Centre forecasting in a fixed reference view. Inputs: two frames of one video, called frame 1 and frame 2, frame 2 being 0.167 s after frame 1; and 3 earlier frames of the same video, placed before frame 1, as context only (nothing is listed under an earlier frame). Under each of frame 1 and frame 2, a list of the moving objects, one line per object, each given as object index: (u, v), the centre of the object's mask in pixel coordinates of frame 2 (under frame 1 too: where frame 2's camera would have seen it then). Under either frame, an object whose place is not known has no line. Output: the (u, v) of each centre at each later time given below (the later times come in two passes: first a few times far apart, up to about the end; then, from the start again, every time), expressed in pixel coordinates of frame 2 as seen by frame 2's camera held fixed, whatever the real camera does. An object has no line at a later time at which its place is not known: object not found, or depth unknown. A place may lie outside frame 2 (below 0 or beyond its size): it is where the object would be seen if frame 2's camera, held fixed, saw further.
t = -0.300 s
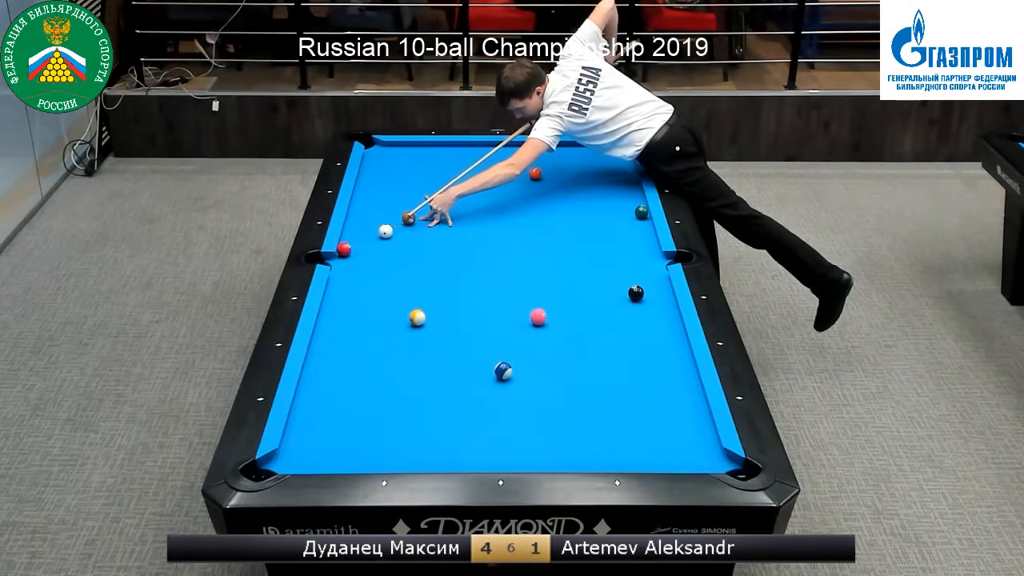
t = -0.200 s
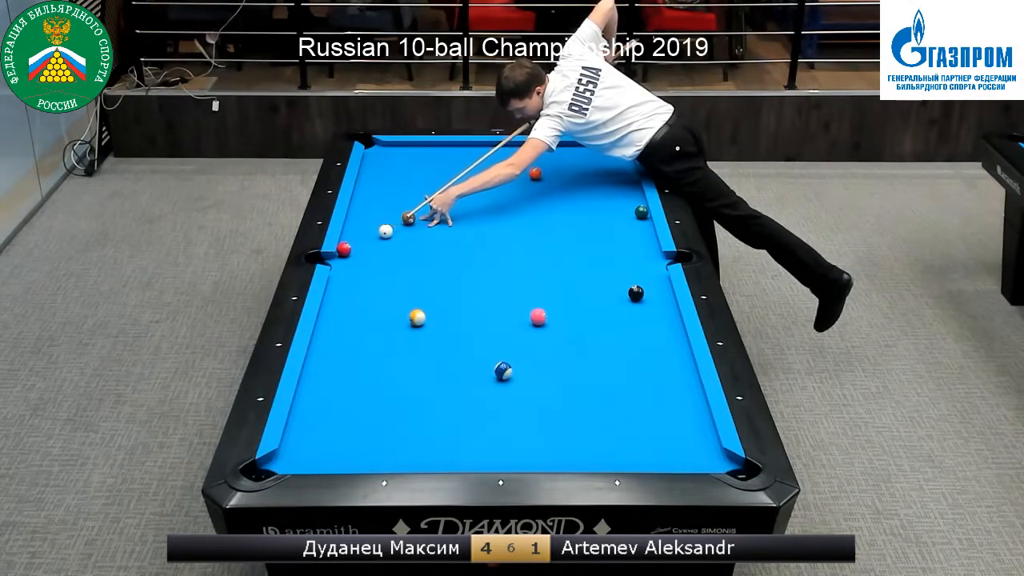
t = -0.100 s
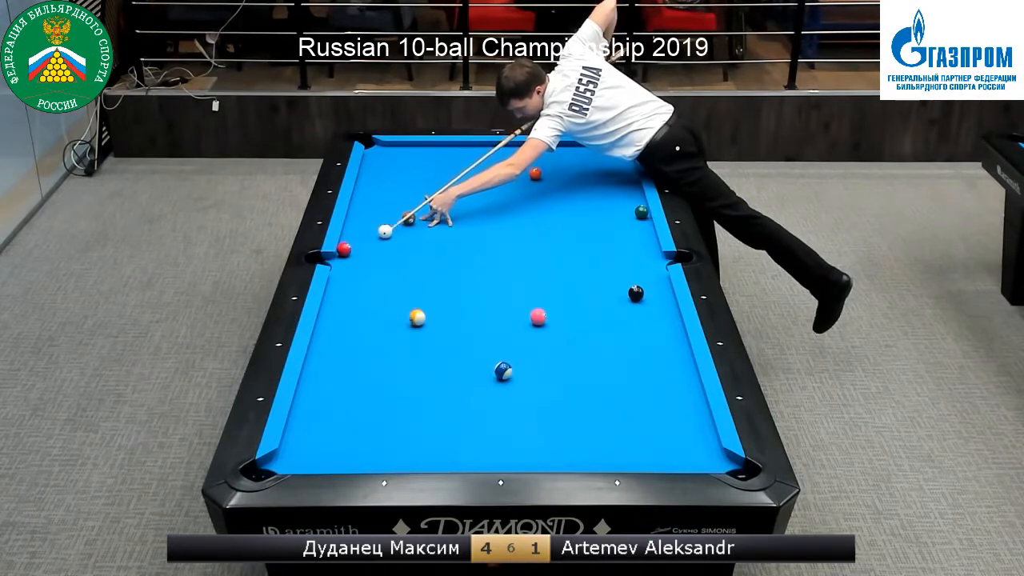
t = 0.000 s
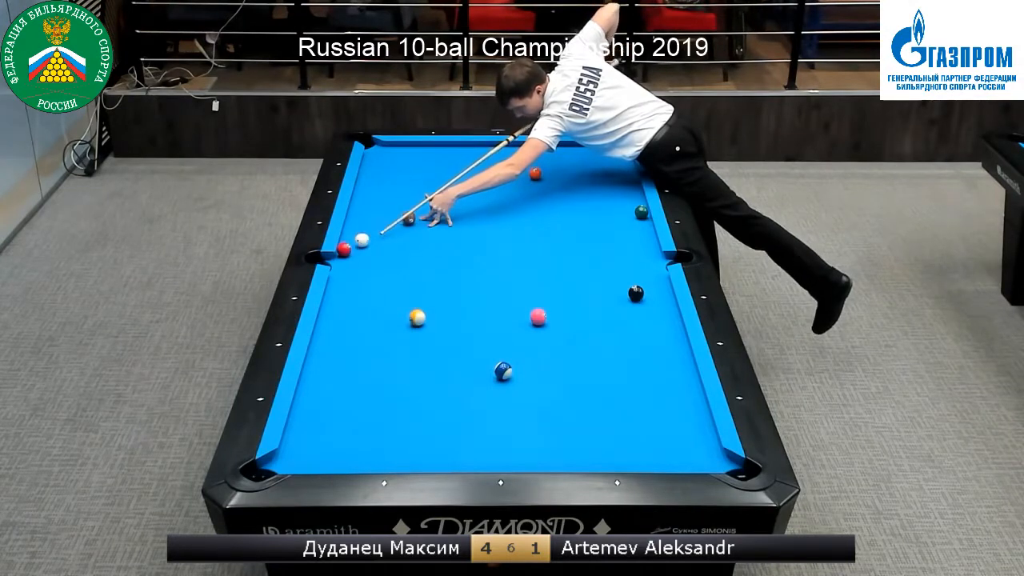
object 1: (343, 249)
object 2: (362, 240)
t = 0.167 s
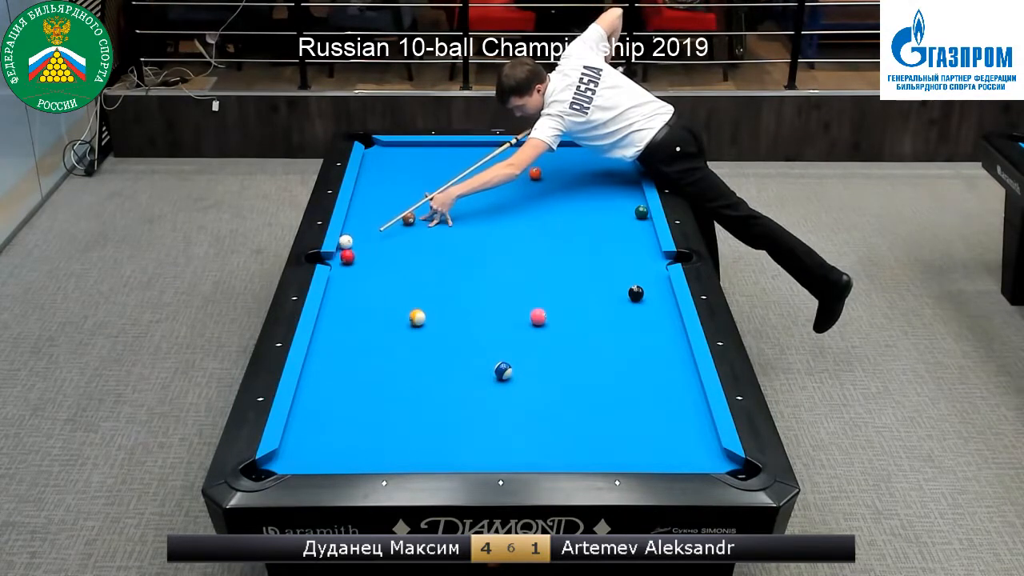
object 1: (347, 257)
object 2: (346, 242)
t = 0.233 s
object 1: (350, 260)
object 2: (347, 241)
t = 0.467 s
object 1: (359, 272)
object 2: (355, 236)
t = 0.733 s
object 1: (370, 285)
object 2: (363, 231)
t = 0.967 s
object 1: (380, 297)
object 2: (369, 227)
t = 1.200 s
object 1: (389, 308)
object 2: (374, 224)
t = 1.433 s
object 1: (398, 319)
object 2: (378, 222)
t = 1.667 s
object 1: (407, 330)
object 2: (382, 220)
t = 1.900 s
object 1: (416, 341)
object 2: (386, 218)
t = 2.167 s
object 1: (425, 353)
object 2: (388, 216)
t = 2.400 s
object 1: (433, 362)
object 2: (390, 216)
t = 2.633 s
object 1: (441, 372)
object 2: (391, 216)
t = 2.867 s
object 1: (449, 381)
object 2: (391, 215)
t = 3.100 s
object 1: (456, 389)
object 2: (391, 215)
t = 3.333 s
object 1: (463, 398)
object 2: (391, 215)
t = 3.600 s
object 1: (471, 406)
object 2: (391, 215)
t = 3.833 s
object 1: (476, 413)
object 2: (391, 215)
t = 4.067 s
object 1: (482, 419)
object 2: (391, 216)
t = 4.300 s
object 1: (487, 424)
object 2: (391, 216)
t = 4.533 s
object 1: (491, 428)
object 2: (391, 216)
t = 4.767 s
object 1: (494, 432)
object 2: (391, 216)
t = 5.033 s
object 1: (497, 436)
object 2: (391, 215)
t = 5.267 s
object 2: (391, 215)
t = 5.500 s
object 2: (391, 216)
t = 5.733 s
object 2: (391, 216)
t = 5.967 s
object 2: (391, 216)
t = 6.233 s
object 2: (391, 216)
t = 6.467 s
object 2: (391, 216)
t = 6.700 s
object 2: (391, 216)
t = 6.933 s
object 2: (391, 215)
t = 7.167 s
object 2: (391, 215)
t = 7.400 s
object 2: (391, 215)
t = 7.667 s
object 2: (391, 215)
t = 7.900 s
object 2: (391, 215)
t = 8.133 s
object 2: (391, 215)
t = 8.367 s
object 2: (391, 215)
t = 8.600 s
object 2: (391, 215)
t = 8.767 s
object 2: (391, 216)
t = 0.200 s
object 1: (348, 258)
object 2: (346, 241)
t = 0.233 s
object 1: (350, 260)
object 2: (347, 241)
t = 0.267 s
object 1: (351, 262)
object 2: (348, 240)
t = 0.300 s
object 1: (352, 263)
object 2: (349, 239)
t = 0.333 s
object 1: (354, 265)
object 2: (351, 238)
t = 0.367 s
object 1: (355, 267)
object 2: (352, 238)
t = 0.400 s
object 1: (356, 269)
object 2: (353, 237)
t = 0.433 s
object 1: (358, 270)
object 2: (354, 236)
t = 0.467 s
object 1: (359, 272)
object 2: (355, 236)
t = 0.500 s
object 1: (360, 273)
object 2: (356, 235)
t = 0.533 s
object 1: (362, 275)
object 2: (357, 234)
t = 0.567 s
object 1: (363, 277)
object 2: (358, 234)
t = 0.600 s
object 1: (364, 278)
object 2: (359, 233)
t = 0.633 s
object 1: (366, 280)
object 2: (360, 232)
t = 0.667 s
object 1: (367, 282)
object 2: (361, 232)
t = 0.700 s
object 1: (369, 283)
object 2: (362, 231)
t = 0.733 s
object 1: (370, 285)
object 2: (363, 231)
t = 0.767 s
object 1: (372, 287)
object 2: (364, 230)
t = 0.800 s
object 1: (373, 288)
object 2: (364, 230)
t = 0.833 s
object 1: (374, 290)
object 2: (365, 229)
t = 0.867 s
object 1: (375, 292)
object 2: (366, 229)
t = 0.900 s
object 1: (377, 293)
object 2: (367, 228)
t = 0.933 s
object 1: (378, 295)
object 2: (368, 228)
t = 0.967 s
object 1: (380, 297)
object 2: (369, 227)
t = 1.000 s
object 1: (381, 298)
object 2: (369, 227)
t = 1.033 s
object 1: (382, 300)
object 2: (370, 226)
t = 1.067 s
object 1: (383, 302)
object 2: (371, 226)
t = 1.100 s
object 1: (385, 303)
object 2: (372, 225)
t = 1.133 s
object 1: (386, 305)
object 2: (373, 225)
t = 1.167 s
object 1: (387, 306)
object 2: (373, 225)
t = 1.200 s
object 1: (389, 308)
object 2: (374, 224)
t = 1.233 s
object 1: (390, 309)
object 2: (375, 224)
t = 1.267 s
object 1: (391, 311)
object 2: (375, 224)
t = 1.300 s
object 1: (393, 313)
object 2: (376, 223)
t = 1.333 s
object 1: (394, 314)
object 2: (377, 223)
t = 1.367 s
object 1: (395, 316)
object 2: (377, 222)
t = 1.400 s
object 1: (397, 317)
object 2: (378, 222)
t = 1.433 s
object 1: (398, 319)
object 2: (378, 222)
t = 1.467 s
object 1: (400, 321)
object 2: (379, 222)
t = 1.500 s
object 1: (401, 322)
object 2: (380, 221)
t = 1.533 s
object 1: (402, 324)
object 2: (380, 221)
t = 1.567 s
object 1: (403, 325)
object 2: (381, 220)
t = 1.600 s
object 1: (404, 327)
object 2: (381, 220)
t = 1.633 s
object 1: (406, 328)
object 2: (382, 220)
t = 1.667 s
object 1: (407, 330)
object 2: (382, 220)
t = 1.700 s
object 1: (408, 331)
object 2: (383, 219)
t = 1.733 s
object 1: (409, 333)
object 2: (384, 219)
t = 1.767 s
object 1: (411, 334)
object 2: (384, 219)
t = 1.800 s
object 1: (412, 336)
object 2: (384, 219)
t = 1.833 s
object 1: (413, 338)
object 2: (385, 218)
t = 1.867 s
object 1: (414, 339)
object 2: (385, 218)
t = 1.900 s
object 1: (416, 341)
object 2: (386, 218)
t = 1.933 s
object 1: (417, 342)
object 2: (386, 218)
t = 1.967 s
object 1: (418, 344)
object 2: (386, 217)
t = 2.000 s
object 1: (419, 345)
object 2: (387, 217)
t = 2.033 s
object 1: (421, 347)
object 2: (387, 217)
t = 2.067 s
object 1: (422, 348)
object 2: (388, 217)
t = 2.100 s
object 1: (423, 350)
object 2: (388, 217)
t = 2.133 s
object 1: (424, 351)
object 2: (388, 216)
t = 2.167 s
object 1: (425, 353)
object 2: (388, 216)
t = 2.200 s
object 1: (427, 354)
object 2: (389, 216)
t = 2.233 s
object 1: (428, 355)
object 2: (389, 216)
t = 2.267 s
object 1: (429, 357)
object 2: (389, 216)
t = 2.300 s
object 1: (430, 358)
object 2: (390, 216)
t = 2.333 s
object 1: (431, 359)
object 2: (390, 216)
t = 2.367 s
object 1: (432, 361)
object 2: (390, 216)
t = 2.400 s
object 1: (433, 362)
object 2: (390, 216)
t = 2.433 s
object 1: (435, 364)
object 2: (390, 216)
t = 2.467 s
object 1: (436, 365)
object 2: (390, 216)
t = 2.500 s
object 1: (437, 366)
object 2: (390, 216)
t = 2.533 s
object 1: (438, 368)
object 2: (391, 216)
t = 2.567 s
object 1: (439, 369)
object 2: (391, 216)
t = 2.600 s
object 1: (440, 371)
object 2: (391, 216)
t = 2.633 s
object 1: (441, 372)
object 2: (391, 216)
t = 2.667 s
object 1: (442, 373)
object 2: (391, 215)
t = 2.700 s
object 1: (443, 374)
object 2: (391, 215)
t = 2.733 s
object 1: (444, 376)
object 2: (391, 215)
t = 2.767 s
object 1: (446, 377)
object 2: (391, 215)
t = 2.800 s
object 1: (447, 379)
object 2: (391, 215)
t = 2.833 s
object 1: (448, 380)
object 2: (391, 215)
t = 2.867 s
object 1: (449, 381)
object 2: (391, 215)
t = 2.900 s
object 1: (450, 382)
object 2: (391, 215)
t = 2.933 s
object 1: (451, 384)
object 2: (391, 215)
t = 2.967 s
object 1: (452, 385)
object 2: (391, 215)
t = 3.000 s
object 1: (453, 386)
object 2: (391, 215)
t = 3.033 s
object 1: (454, 387)
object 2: (391, 215)
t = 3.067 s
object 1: (455, 388)
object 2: (391, 215)
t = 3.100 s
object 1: (456, 389)
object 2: (391, 215)
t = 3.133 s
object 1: (458, 391)
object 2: (391, 215)
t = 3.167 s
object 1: (459, 392)
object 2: (391, 215)
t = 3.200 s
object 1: (459, 393)
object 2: (391, 215)
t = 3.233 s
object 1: (460, 394)
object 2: (391, 215)
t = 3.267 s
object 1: (461, 395)
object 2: (391, 215)
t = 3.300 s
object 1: (462, 396)
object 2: (391, 215)
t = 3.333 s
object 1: (463, 398)
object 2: (391, 215)
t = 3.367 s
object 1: (464, 399)
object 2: (391, 215)
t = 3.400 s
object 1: (465, 400)
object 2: (391, 215)
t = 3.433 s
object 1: (466, 401)
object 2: (391, 215)
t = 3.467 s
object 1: (467, 402)
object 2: (391, 215)
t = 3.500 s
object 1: (468, 403)
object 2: (391, 215)
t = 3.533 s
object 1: (469, 404)
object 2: (391, 215)
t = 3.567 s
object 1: (470, 405)
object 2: (391, 215)
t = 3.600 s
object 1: (471, 406)
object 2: (391, 215)
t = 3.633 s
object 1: (472, 407)
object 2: (391, 215)
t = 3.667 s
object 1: (472, 408)
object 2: (391, 215)
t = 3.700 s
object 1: (473, 409)
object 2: (391, 215)
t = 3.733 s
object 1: (474, 410)
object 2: (391, 215)
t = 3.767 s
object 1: (475, 411)
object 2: (391, 215)
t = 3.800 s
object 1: (475, 412)
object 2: (391, 215)
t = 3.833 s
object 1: (476, 413)
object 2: (391, 215)
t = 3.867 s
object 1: (477, 414)
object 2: (391, 215)
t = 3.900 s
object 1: (478, 414)
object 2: (391, 215)
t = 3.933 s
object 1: (479, 415)
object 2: (391, 215)
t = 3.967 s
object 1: (479, 416)
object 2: (391, 215)
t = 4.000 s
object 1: (480, 417)
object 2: (391, 215)
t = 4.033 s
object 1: (481, 418)
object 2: (391, 215)
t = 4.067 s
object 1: (482, 419)
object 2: (391, 216)
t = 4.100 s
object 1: (483, 419)
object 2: (391, 216)
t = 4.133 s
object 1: (484, 420)
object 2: (391, 216)
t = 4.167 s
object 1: (484, 421)
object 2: (391, 216)
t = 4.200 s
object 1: (485, 422)
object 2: (391, 216)
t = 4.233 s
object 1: (486, 422)
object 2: (391, 216)
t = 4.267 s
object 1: (486, 423)
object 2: (391, 216)
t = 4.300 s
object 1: (487, 424)
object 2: (391, 216)
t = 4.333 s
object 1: (488, 425)
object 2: (391, 216)
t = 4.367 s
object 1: (488, 425)
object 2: (391, 216)
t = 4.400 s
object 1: (489, 426)
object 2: (391, 216)
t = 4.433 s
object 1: (489, 426)
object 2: (391, 216)
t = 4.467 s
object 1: (490, 427)
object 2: (391, 216)
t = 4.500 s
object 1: (491, 428)
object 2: (391, 216)
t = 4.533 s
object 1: (491, 428)
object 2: (391, 216)
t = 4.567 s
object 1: (492, 429)
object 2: (391, 216)
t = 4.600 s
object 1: (492, 430)
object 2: (391, 216)
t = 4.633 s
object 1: (492, 430)
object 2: (391, 216)
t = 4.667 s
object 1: (493, 431)
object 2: (391, 216)
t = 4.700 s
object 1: (493, 431)
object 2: (391, 216)
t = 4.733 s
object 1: (494, 432)
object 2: (391, 216)
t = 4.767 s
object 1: (494, 432)
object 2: (391, 216)
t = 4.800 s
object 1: (495, 433)
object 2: (391, 216)
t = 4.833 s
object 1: (495, 433)
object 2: (391, 215)
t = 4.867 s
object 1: (496, 434)
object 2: (391, 215)
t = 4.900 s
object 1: (496, 434)
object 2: (391, 215)
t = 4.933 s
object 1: (496, 434)
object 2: (391, 215)
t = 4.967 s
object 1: (496, 435)
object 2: (391, 216)
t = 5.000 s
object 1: (497, 435)
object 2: (391, 216)
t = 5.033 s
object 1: (497, 436)
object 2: (391, 215)
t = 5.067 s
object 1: (497, 436)
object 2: (391, 215)
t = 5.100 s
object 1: (498, 436)
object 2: (391, 215)
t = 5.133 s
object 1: (498, 437)
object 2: (391, 215)
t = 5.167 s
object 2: (391, 216)
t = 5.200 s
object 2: (391, 215)
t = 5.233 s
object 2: (391, 215)
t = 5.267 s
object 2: (391, 215)
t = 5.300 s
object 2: (391, 215)
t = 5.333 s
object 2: (391, 216)
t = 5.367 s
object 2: (391, 215)
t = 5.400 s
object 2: (391, 215)
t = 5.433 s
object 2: (391, 215)
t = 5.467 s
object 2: (391, 215)
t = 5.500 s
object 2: (391, 216)
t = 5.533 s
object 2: (391, 215)
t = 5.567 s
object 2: (391, 215)
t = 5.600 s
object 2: (391, 215)
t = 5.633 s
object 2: (391, 215)
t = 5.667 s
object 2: (391, 215)
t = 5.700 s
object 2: (391, 216)
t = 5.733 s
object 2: (391, 216)
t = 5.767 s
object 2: (391, 216)
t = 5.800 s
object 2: (391, 216)
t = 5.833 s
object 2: (391, 216)
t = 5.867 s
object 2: (391, 216)
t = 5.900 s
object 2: (391, 216)
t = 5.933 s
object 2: (391, 216)
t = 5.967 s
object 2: (391, 216)
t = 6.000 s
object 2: (391, 216)
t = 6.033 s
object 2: (391, 216)
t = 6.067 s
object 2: (391, 216)
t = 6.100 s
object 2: (391, 216)
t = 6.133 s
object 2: (391, 216)
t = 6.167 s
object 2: (391, 216)
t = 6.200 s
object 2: (391, 216)
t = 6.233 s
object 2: (391, 216)
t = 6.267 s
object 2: (391, 216)
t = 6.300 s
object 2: (391, 216)
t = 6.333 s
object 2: (391, 216)
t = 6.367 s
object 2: (391, 216)
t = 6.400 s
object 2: (391, 216)
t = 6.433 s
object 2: (391, 216)
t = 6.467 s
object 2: (391, 216)
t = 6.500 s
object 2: (391, 216)
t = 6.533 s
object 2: (391, 216)
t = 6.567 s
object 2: (391, 216)
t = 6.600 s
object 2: (391, 216)
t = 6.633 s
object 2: (391, 216)
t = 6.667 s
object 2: (391, 216)
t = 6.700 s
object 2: (391, 216)
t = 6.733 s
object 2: (391, 216)
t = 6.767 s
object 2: (391, 216)
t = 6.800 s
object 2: (391, 216)
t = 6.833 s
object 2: (391, 215)
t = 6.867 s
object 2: (391, 215)
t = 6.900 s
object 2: (391, 216)
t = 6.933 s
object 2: (391, 215)
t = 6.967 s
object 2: (391, 215)
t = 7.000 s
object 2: (391, 215)
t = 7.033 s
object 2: (391, 215)
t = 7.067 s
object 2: (391, 215)
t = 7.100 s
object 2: (391, 215)
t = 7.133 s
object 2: (391, 215)
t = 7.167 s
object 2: (391, 215)
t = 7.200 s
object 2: (391, 215)
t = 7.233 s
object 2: (391, 216)
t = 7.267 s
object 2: (391, 215)
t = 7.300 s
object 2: (391, 215)
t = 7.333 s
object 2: (391, 215)
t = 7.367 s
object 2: (391, 215)
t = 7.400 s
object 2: (391, 215)
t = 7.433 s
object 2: (391, 215)
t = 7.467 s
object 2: (391, 215)
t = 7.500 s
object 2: (391, 215)
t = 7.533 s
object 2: (391, 215)
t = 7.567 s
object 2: (391, 215)
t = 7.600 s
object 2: (391, 215)
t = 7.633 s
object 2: (391, 215)
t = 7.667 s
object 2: (391, 215)
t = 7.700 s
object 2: (391, 215)
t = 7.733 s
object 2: (391, 215)
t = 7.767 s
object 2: (391, 215)
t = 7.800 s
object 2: (391, 215)
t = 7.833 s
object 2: (391, 215)
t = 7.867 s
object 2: (391, 216)
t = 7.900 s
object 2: (391, 215)
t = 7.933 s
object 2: (391, 215)
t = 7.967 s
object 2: (391, 215)
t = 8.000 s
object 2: (391, 215)
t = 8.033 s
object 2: (391, 215)
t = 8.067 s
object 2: (391, 215)
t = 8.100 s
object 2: (391, 215)
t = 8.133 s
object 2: (391, 215)
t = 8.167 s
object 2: (391, 215)
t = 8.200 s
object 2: (391, 215)
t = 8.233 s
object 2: (391, 215)
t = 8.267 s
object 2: (391, 215)
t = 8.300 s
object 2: (391, 215)
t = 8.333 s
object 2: (391, 215)
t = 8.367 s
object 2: (391, 215)
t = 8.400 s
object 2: (391, 215)
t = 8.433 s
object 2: (391, 215)
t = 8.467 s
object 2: (391, 215)
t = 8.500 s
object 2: (391, 215)
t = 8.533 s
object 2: (391, 215)
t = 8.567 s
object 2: (391, 215)
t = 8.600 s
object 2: (391, 215)
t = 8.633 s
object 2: (391, 216)
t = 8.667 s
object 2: (391, 216)
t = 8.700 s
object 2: (391, 216)
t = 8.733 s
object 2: (391, 216)
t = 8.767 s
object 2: (391, 216)
